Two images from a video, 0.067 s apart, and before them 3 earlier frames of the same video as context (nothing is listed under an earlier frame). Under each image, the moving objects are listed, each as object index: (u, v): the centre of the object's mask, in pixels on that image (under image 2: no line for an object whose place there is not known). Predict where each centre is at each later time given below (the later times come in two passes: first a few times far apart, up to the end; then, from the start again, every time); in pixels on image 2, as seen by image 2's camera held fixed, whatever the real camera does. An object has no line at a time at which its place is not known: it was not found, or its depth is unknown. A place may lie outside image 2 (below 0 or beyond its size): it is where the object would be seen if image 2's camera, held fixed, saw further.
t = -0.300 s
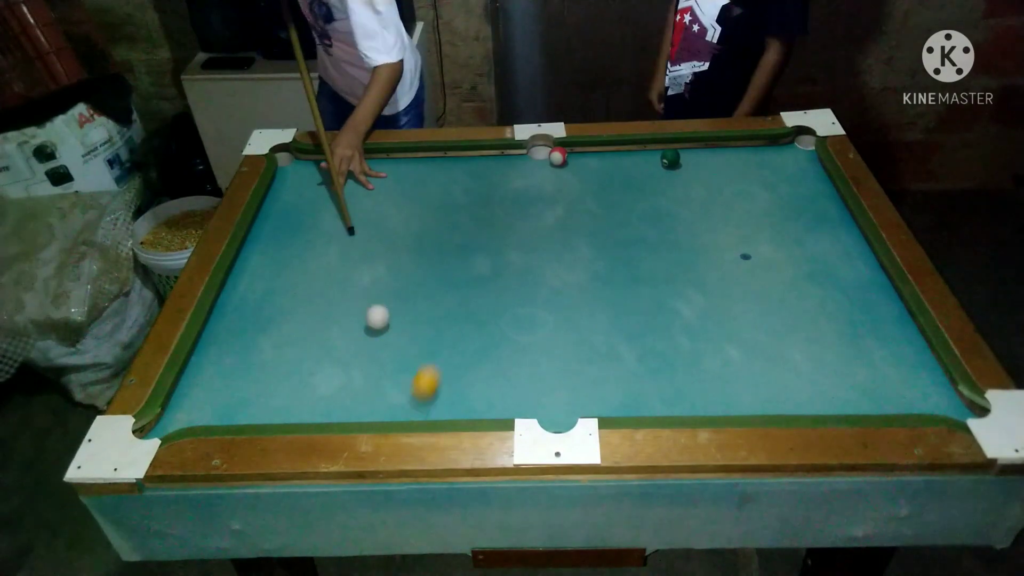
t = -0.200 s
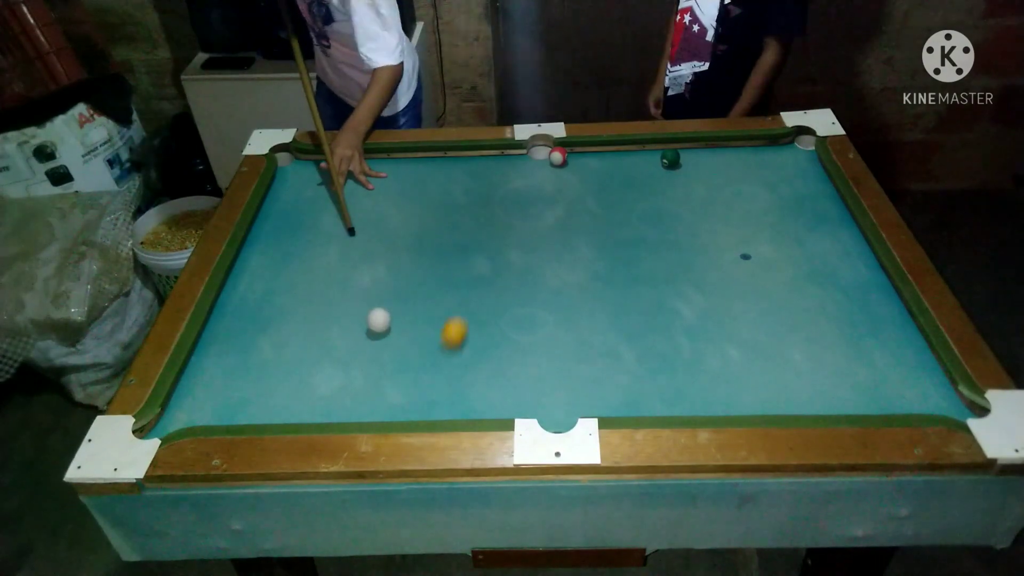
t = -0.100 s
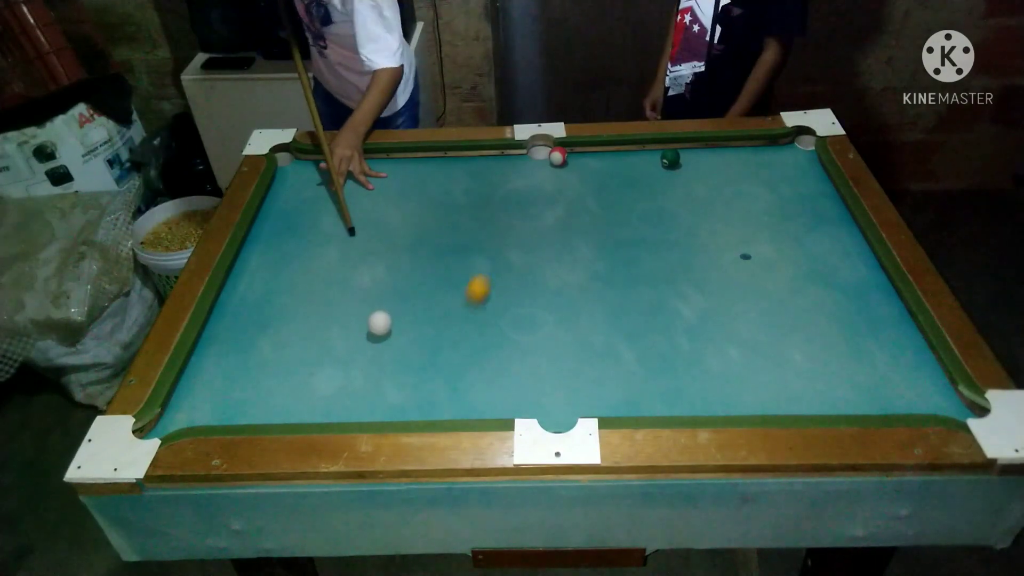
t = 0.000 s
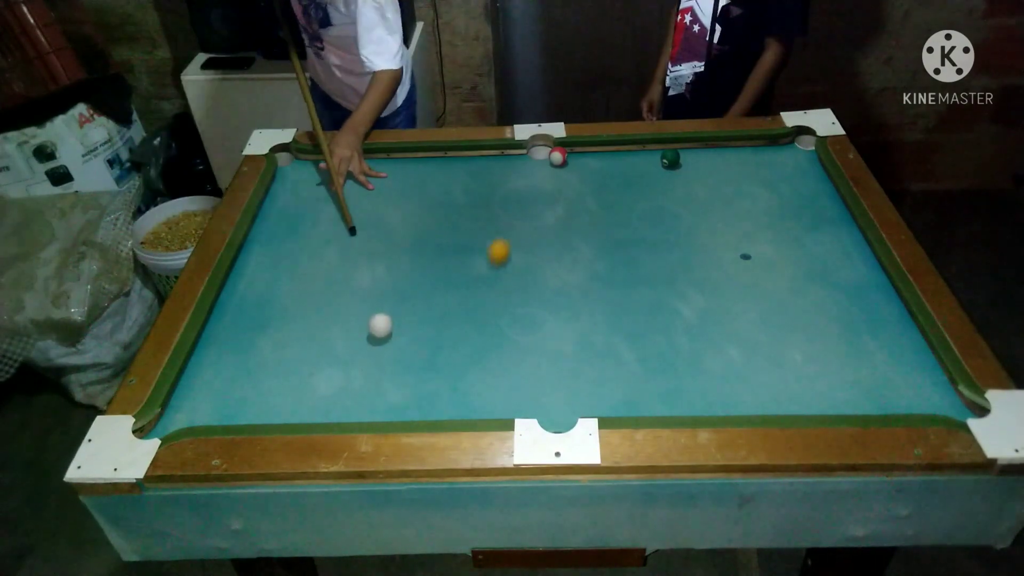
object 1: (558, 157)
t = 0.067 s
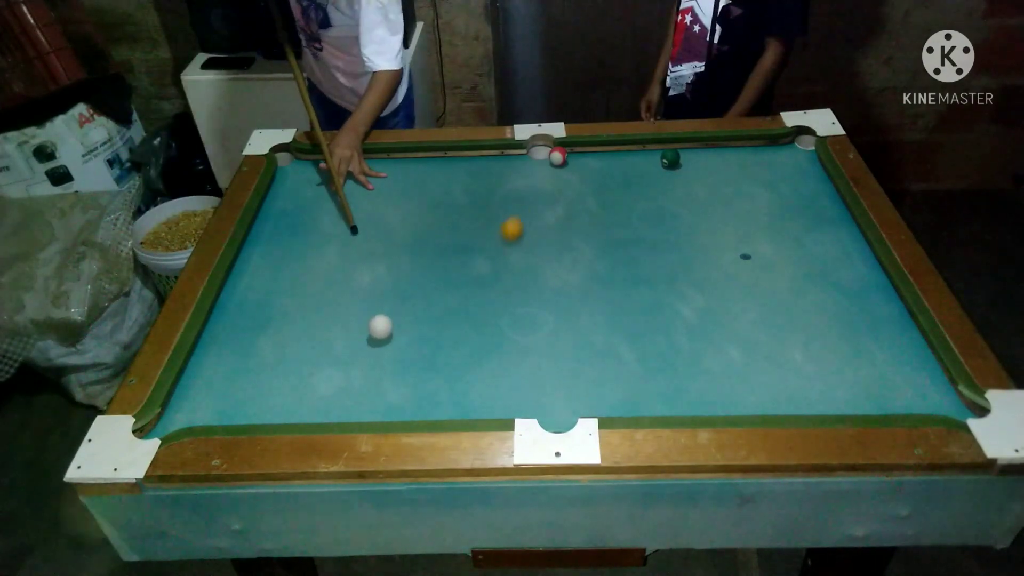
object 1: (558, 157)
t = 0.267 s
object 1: (558, 156)
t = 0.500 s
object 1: (584, 168)
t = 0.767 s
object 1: (615, 193)
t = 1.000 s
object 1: (643, 214)
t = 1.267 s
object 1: (675, 236)
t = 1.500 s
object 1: (703, 255)
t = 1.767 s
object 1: (735, 275)
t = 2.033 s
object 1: (763, 293)
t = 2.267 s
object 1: (788, 307)
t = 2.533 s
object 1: (813, 322)
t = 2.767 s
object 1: (833, 331)
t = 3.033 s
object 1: (852, 340)
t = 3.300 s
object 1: (868, 345)
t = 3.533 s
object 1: (881, 348)
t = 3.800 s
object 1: (893, 350)
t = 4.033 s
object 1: (901, 350)
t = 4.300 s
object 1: (904, 349)
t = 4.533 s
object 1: (904, 349)
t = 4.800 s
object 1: (904, 349)
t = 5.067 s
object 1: (904, 349)
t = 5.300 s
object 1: (904, 349)
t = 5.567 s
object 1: (904, 349)
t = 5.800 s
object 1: (904, 349)
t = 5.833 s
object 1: (904, 349)
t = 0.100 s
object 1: (558, 157)
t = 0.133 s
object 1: (558, 157)
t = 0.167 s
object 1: (558, 156)
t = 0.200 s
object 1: (558, 157)
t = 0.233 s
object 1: (558, 157)
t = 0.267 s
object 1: (558, 156)
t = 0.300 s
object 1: (560, 154)
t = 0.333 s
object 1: (564, 152)
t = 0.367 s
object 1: (569, 156)
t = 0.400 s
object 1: (571, 158)
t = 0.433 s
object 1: (576, 161)
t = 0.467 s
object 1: (580, 165)
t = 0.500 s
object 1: (584, 168)
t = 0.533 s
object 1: (588, 171)
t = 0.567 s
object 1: (591, 174)
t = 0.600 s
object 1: (596, 177)
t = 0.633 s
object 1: (600, 181)
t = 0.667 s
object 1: (604, 184)
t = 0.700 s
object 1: (608, 187)
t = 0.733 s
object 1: (612, 190)
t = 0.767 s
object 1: (615, 193)
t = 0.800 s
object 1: (619, 196)
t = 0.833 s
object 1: (623, 198)
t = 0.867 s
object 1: (627, 202)
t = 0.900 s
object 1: (631, 205)
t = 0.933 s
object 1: (635, 208)
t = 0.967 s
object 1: (640, 211)
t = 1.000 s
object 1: (643, 214)
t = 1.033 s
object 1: (647, 216)
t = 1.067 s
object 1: (651, 219)
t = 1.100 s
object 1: (655, 222)
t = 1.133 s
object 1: (658, 225)
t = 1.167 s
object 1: (663, 228)
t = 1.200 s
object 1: (667, 230)
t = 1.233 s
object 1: (671, 233)
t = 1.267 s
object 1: (675, 236)
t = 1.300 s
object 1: (679, 239)
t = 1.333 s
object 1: (684, 242)
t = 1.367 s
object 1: (688, 245)
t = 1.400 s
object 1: (692, 247)
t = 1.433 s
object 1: (695, 249)
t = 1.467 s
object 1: (699, 252)
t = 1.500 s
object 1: (703, 255)
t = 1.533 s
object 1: (706, 257)
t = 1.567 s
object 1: (711, 260)
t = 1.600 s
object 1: (715, 262)
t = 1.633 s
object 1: (719, 264)
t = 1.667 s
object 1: (723, 267)
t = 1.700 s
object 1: (727, 269)
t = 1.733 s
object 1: (731, 272)
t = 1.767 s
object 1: (735, 275)
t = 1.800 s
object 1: (739, 278)
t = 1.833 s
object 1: (742, 280)
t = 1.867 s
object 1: (746, 282)
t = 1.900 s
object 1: (749, 284)
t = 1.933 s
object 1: (753, 286)
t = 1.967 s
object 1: (756, 288)
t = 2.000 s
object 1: (760, 291)
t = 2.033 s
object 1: (763, 293)
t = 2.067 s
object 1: (767, 295)
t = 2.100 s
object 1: (771, 297)
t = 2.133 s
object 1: (774, 299)
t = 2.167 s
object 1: (778, 301)
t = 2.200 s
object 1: (781, 303)
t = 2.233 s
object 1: (785, 305)
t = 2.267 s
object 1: (788, 307)
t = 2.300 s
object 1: (791, 309)
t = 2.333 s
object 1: (794, 311)
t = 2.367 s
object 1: (798, 313)
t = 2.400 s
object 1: (801, 315)
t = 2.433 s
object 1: (804, 317)
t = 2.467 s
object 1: (807, 319)
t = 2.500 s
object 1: (810, 320)
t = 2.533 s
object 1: (813, 322)
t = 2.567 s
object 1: (816, 323)
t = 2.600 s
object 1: (819, 325)
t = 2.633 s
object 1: (822, 326)
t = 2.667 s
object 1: (825, 328)
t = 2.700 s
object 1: (827, 329)
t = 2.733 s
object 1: (830, 330)
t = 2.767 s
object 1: (833, 331)
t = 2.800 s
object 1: (836, 333)
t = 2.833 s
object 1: (838, 334)
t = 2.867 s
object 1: (840, 335)
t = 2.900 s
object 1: (843, 335)
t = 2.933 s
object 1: (845, 337)
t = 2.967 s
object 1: (847, 338)
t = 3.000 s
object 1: (849, 339)
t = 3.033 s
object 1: (852, 340)
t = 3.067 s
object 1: (853, 340)
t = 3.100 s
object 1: (856, 341)
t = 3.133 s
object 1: (858, 342)
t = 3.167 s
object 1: (860, 342)
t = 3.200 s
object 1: (862, 343)
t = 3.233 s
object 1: (864, 344)
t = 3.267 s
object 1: (866, 344)
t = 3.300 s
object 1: (868, 345)
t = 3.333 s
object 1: (870, 346)
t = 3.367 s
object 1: (872, 346)
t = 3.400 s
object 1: (873, 346)
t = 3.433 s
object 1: (875, 347)
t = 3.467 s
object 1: (877, 347)
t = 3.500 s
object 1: (879, 347)
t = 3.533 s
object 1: (881, 348)
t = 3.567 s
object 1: (883, 348)
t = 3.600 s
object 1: (884, 349)
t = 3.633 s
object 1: (886, 349)
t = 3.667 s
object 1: (888, 349)
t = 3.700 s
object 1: (890, 350)
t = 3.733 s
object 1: (891, 350)
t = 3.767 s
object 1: (892, 350)
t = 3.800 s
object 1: (893, 350)
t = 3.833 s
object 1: (895, 350)
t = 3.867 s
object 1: (896, 350)
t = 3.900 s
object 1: (897, 350)
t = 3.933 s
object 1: (898, 351)
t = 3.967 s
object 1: (899, 350)
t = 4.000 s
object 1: (900, 350)
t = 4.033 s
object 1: (901, 350)
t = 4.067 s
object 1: (901, 350)
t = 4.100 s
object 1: (902, 350)
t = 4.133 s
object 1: (902, 350)
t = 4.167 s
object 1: (902, 350)
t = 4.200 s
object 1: (903, 350)
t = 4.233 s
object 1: (903, 350)
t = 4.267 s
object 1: (904, 349)
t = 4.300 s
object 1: (904, 349)
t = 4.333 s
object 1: (904, 349)
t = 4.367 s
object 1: (904, 349)
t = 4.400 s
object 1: (904, 349)
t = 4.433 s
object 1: (904, 349)
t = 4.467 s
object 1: (904, 349)
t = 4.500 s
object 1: (904, 349)
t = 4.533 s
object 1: (904, 349)
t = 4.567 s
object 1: (904, 349)
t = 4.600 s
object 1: (904, 349)
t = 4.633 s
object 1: (904, 349)
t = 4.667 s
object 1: (904, 349)
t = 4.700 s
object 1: (904, 349)
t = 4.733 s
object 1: (904, 349)
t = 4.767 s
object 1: (904, 349)
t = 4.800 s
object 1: (904, 349)
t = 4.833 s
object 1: (904, 349)
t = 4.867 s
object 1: (904, 349)
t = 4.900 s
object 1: (904, 349)
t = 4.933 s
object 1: (904, 349)
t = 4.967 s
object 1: (904, 349)
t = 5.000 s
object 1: (904, 349)
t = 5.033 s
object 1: (904, 349)
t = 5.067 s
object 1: (904, 349)
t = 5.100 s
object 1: (904, 349)
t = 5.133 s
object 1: (904, 349)
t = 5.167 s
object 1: (904, 349)
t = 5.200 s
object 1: (904, 349)
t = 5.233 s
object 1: (904, 349)
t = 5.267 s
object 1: (904, 349)
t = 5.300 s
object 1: (904, 349)
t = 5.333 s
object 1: (904, 349)
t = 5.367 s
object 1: (904, 349)
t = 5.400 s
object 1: (904, 349)
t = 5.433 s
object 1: (904, 349)
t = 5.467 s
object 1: (904, 349)
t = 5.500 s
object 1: (904, 349)
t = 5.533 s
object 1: (904, 349)
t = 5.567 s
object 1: (904, 349)
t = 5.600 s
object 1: (904, 349)
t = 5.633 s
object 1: (904, 349)
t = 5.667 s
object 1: (904, 349)
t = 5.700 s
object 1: (904, 349)
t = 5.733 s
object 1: (904, 349)
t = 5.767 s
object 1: (904, 349)
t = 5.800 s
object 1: (904, 349)
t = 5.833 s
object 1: (904, 349)
